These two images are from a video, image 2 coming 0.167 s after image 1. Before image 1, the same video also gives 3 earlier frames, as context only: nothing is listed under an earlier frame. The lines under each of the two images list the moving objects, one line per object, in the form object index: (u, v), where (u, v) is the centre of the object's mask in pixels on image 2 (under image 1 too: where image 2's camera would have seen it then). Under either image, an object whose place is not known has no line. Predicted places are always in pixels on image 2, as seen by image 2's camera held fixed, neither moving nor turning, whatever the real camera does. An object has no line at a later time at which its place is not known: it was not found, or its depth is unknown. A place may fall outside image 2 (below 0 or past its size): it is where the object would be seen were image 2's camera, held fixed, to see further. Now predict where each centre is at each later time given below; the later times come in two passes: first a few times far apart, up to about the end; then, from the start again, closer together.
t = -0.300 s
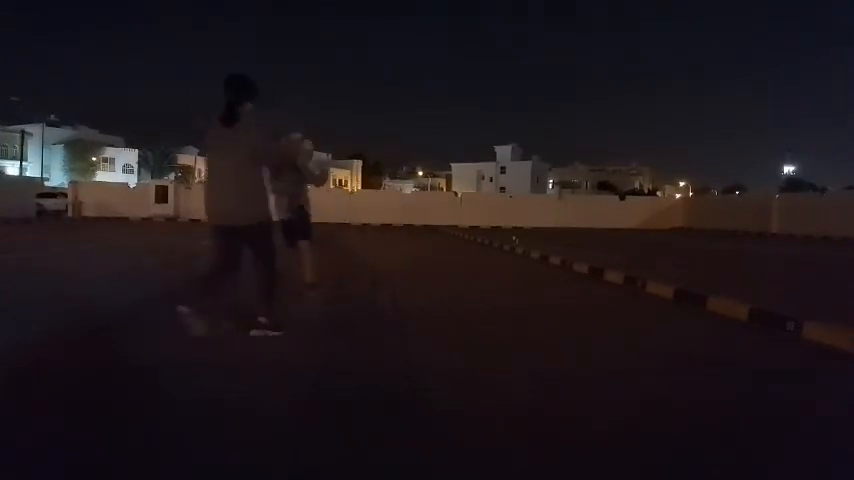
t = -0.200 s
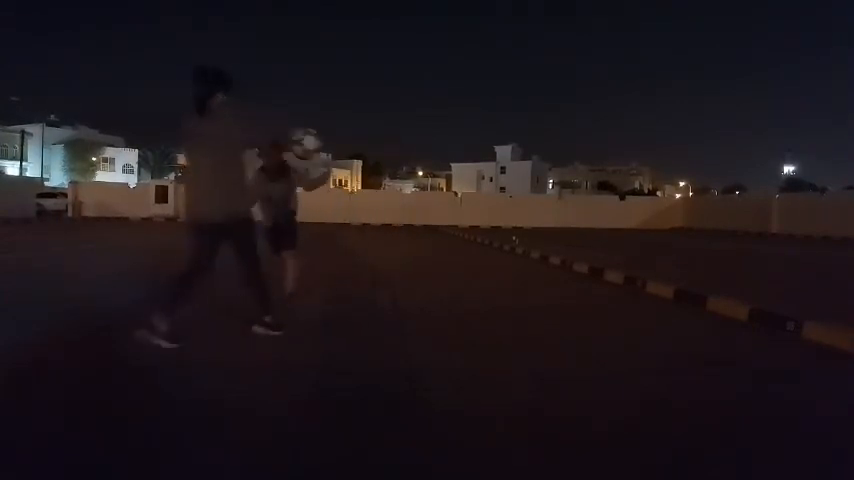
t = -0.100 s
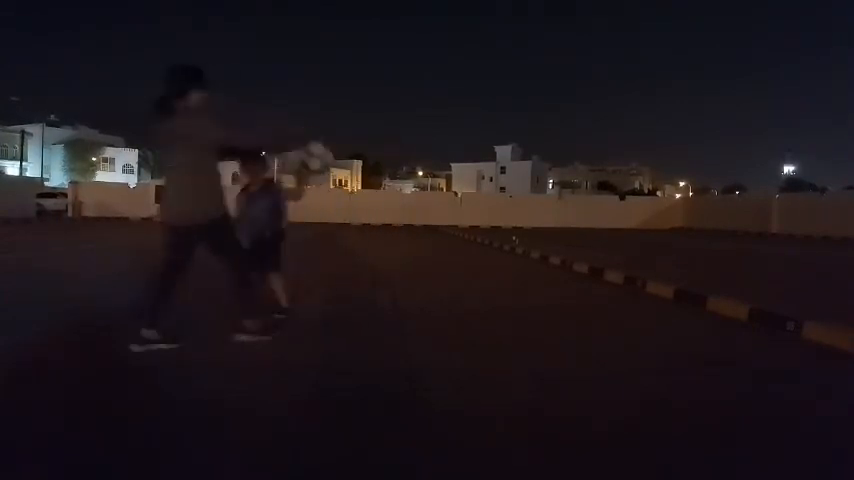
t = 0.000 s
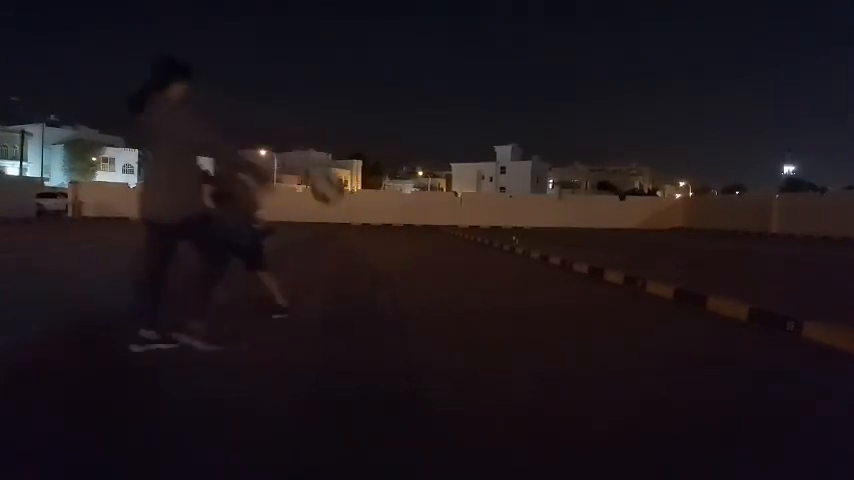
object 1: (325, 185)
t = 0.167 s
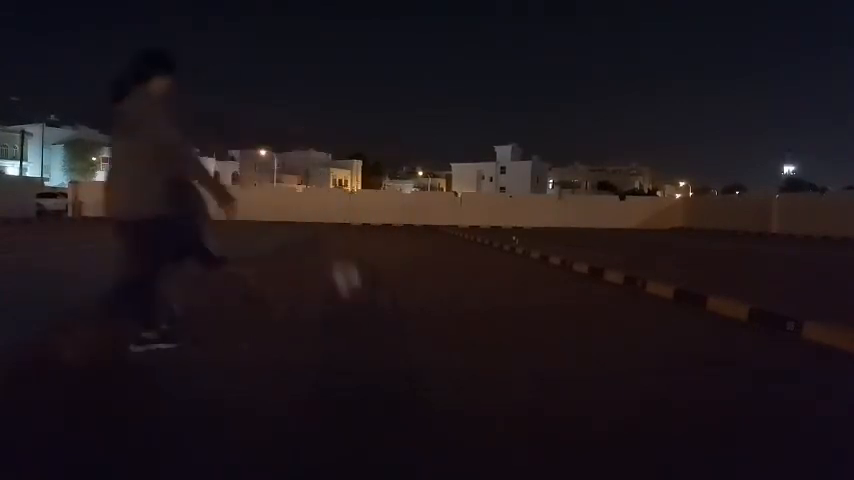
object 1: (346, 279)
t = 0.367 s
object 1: (366, 264)
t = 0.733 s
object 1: (402, 251)
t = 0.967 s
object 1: (429, 315)
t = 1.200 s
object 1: (452, 281)
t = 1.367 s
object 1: (475, 306)
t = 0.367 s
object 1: (366, 264)
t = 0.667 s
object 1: (396, 235)
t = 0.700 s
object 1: (399, 242)
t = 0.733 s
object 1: (402, 251)
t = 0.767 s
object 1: (406, 260)
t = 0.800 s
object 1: (409, 271)
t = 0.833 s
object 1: (413, 286)
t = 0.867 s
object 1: (418, 303)
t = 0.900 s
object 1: (421, 323)
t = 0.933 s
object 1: (424, 326)
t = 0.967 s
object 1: (429, 315)
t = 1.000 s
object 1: (432, 304)
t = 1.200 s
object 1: (452, 281)
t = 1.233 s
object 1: (457, 281)
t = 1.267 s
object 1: (462, 284)
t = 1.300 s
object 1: (466, 290)
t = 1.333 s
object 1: (470, 297)
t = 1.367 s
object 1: (475, 306)
